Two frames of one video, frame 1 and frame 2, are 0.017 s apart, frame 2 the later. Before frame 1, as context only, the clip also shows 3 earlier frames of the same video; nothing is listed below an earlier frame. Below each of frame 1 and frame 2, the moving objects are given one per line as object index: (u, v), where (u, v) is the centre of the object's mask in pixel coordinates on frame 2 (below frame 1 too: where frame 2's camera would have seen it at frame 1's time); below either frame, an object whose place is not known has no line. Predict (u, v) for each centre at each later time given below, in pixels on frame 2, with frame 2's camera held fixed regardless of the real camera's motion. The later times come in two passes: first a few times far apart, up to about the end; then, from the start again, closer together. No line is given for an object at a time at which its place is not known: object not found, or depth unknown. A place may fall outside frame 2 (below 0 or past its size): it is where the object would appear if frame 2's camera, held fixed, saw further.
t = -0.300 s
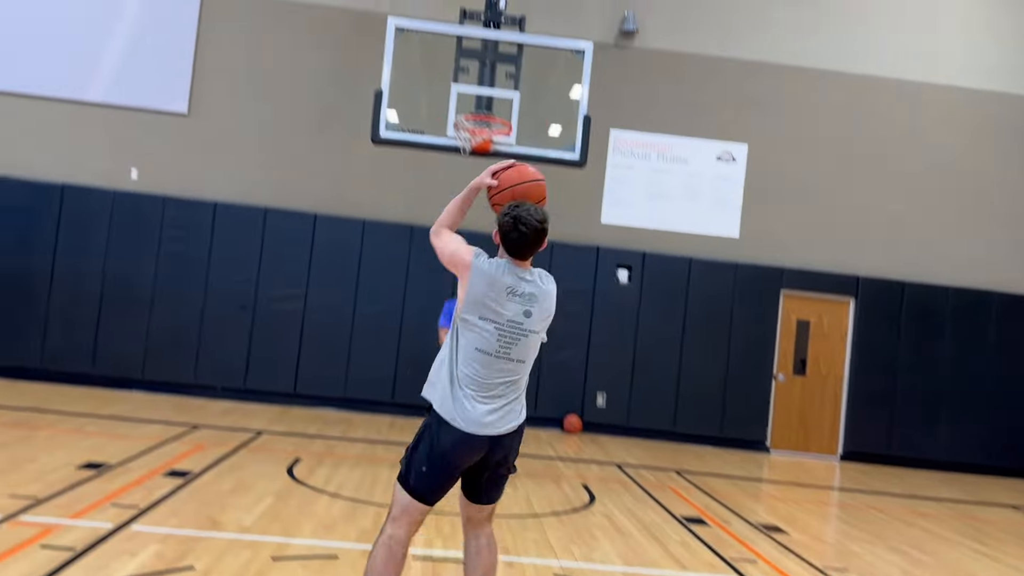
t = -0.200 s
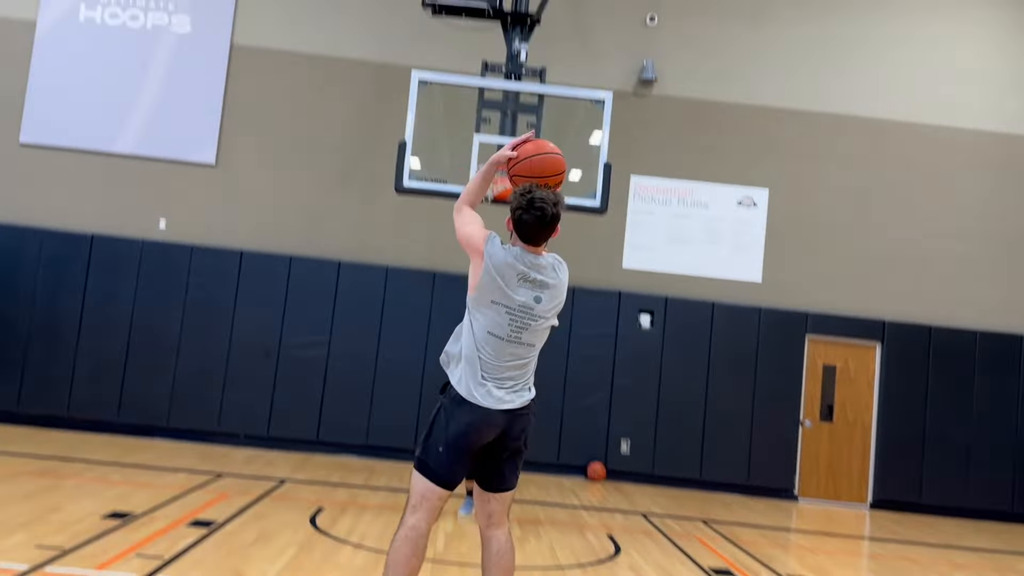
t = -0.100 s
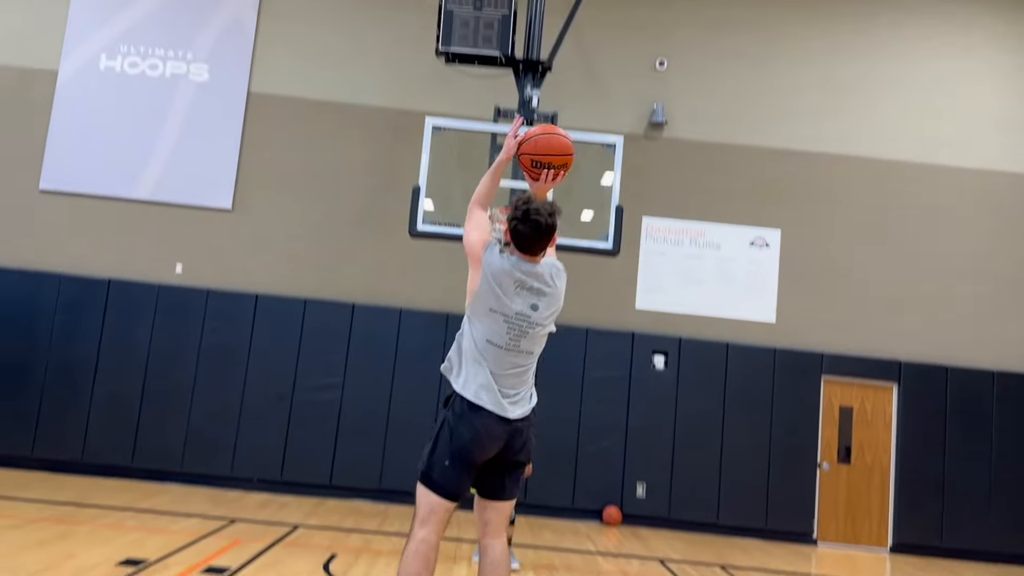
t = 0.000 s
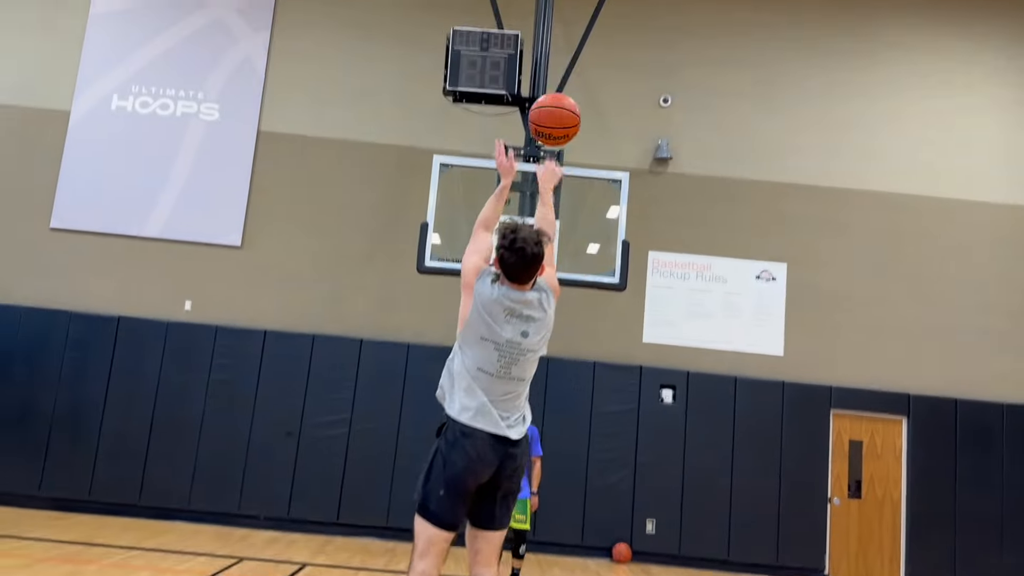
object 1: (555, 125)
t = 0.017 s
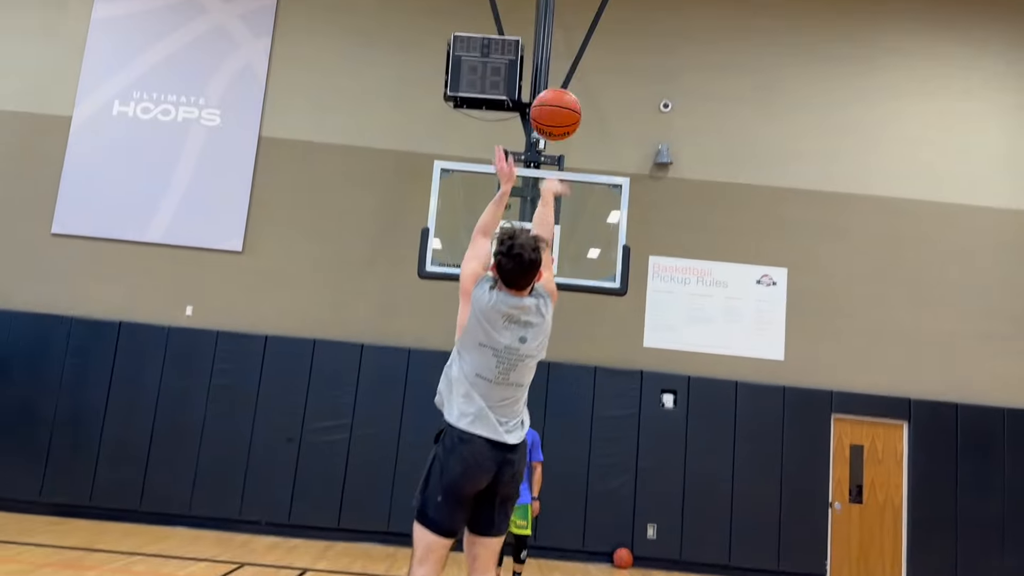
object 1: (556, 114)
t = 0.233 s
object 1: (558, 44)
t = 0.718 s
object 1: (540, 143)
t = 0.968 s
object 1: (530, 272)
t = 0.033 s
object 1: (556, 105)
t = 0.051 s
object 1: (556, 96)
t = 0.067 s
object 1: (557, 88)
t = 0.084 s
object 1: (557, 80)
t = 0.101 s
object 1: (558, 74)
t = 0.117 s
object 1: (558, 68)
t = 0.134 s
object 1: (558, 63)
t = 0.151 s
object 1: (558, 58)
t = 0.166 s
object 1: (558, 54)
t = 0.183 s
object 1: (558, 51)
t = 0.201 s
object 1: (558, 48)
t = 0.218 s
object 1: (558, 46)
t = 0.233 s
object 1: (558, 44)
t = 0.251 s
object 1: (557, 42)
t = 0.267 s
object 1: (557, 41)
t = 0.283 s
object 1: (557, 41)
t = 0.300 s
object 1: (556, 41)
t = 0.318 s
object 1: (556, 41)
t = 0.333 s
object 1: (555, 42)
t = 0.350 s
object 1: (555, 43)
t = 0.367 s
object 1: (555, 45)
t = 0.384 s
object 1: (554, 46)
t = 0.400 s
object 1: (554, 49)
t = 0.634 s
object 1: (544, 110)
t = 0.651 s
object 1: (543, 116)
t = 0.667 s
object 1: (543, 122)
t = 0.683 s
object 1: (542, 129)
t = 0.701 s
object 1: (541, 136)
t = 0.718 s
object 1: (540, 143)
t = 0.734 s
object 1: (539, 150)
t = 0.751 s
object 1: (538, 157)
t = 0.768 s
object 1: (537, 165)
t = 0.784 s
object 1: (536, 173)
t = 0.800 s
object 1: (536, 181)
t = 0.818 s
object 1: (535, 190)
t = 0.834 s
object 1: (534, 198)
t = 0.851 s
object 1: (533, 206)
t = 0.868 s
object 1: (532, 214)
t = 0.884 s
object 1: (531, 223)
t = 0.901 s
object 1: (530, 233)
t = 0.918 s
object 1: (529, 241)
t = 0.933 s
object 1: (529, 245)
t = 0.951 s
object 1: (529, 265)
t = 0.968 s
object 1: (530, 272)
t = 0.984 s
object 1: (529, 275)
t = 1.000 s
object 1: (528, 278)
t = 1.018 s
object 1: (528, 280)
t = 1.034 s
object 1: (530, 284)
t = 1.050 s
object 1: (532, 286)
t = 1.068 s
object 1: (531, 288)
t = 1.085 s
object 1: (531, 288)
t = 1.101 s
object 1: (532, 289)
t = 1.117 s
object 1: (532, 290)
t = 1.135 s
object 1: (534, 292)
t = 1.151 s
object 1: (533, 294)
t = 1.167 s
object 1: (532, 298)
